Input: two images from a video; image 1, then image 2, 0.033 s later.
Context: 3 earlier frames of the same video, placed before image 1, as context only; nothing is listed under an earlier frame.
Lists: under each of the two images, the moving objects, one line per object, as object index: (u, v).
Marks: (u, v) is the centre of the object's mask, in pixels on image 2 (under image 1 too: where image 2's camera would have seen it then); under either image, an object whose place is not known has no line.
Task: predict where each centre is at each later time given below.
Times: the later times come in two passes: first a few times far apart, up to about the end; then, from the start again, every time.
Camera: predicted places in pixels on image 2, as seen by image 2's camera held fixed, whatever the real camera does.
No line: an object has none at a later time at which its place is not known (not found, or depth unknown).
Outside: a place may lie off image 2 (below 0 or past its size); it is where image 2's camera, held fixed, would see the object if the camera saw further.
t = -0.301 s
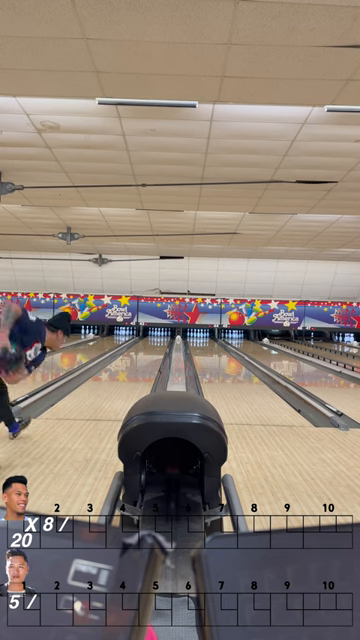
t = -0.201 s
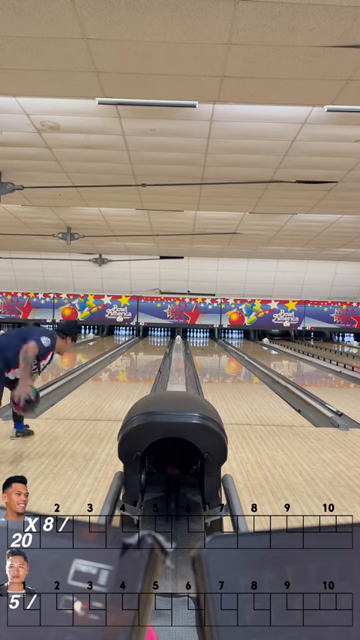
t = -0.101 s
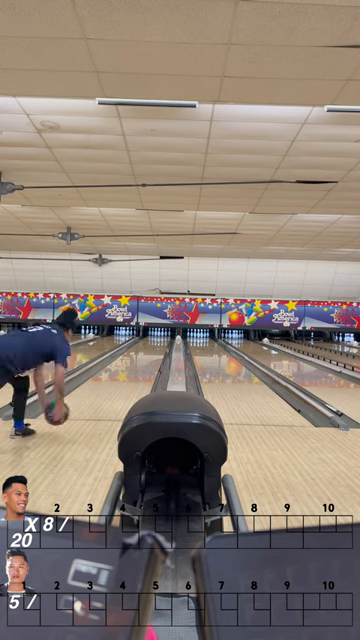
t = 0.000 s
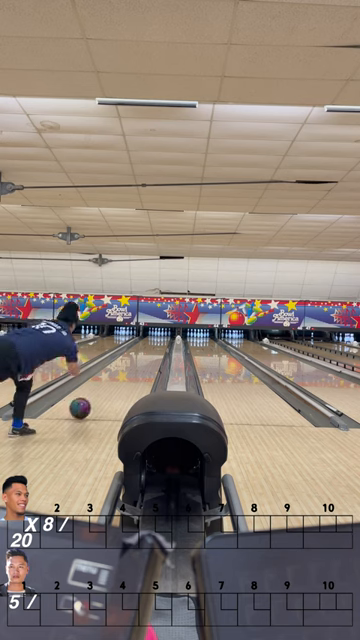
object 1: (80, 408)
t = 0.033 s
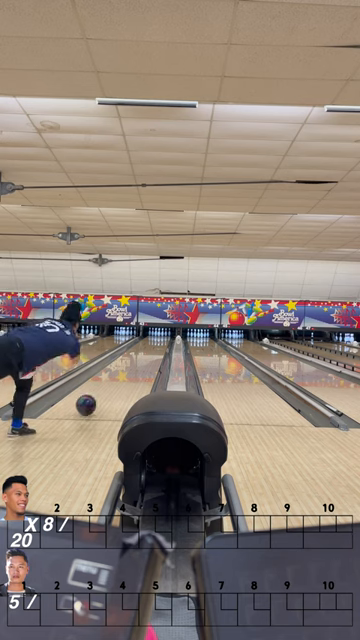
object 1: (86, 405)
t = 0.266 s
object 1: (115, 383)
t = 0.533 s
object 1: (133, 368)
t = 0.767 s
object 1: (142, 362)
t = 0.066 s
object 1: (91, 401)
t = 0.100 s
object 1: (96, 397)
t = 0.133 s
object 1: (100, 394)
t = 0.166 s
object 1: (105, 390)
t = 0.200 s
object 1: (108, 388)
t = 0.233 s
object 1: (112, 385)
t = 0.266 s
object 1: (115, 383)
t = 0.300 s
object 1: (118, 380)
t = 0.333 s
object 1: (120, 378)
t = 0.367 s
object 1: (123, 376)
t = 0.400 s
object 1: (125, 374)
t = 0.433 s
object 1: (128, 373)
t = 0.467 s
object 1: (129, 371)
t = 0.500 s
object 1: (131, 370)
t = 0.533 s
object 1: (133, 368)
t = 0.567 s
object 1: (134, 367)
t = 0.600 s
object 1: (136, 366)
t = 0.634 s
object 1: (137, 365)
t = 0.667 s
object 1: (138, 364)
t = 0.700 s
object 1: (139, 363)
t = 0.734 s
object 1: (141, 362)
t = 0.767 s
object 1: (142, 362)
